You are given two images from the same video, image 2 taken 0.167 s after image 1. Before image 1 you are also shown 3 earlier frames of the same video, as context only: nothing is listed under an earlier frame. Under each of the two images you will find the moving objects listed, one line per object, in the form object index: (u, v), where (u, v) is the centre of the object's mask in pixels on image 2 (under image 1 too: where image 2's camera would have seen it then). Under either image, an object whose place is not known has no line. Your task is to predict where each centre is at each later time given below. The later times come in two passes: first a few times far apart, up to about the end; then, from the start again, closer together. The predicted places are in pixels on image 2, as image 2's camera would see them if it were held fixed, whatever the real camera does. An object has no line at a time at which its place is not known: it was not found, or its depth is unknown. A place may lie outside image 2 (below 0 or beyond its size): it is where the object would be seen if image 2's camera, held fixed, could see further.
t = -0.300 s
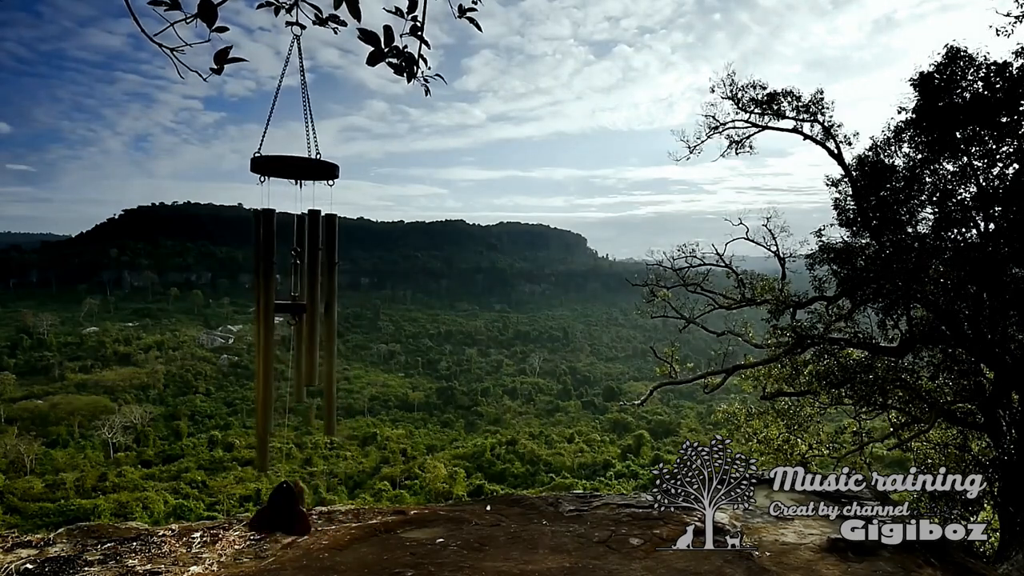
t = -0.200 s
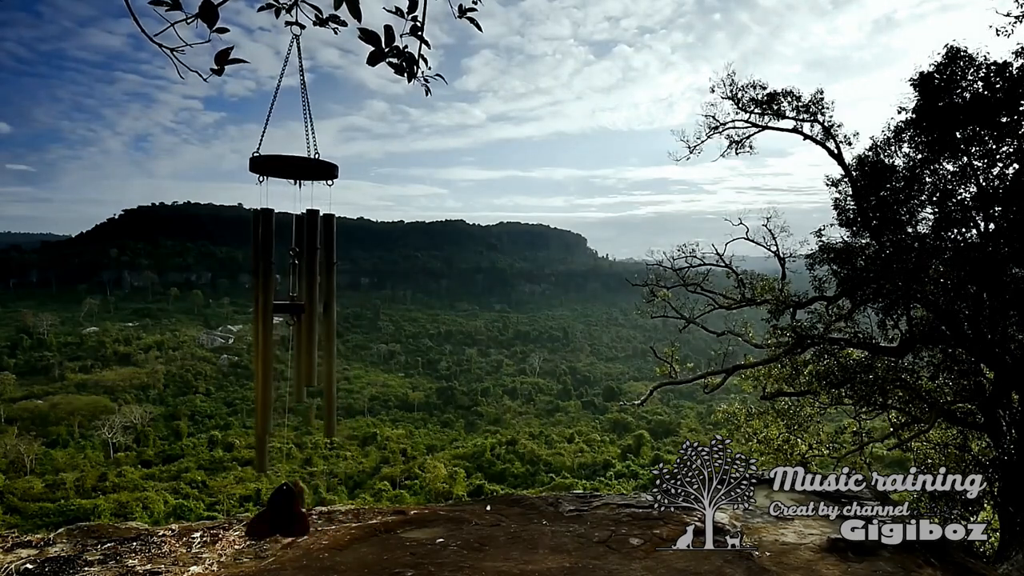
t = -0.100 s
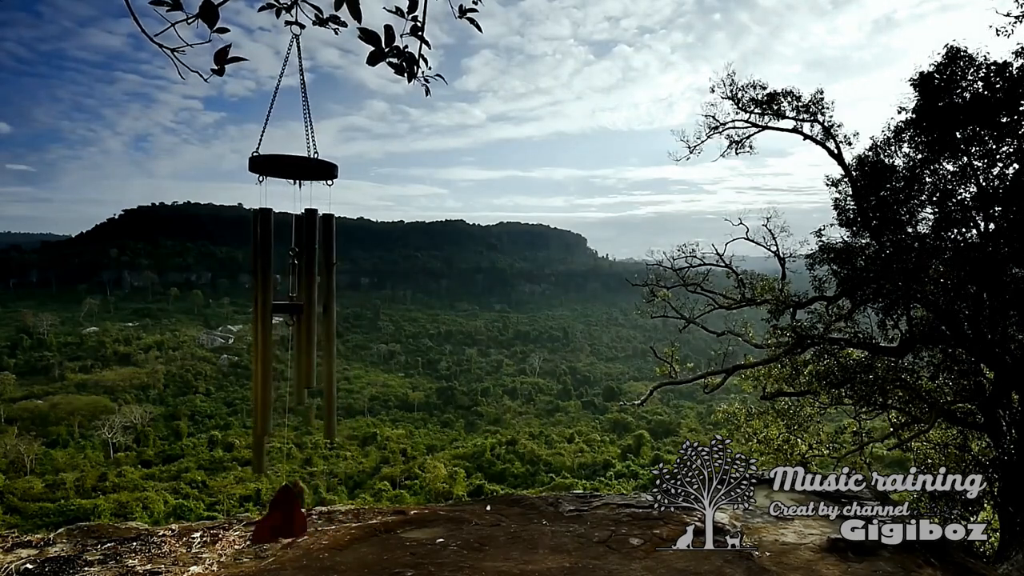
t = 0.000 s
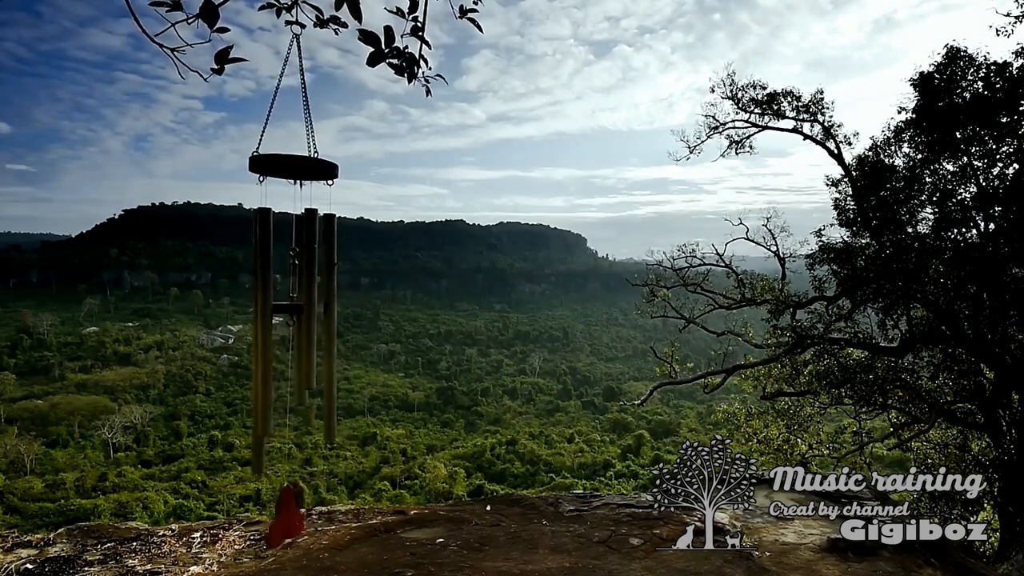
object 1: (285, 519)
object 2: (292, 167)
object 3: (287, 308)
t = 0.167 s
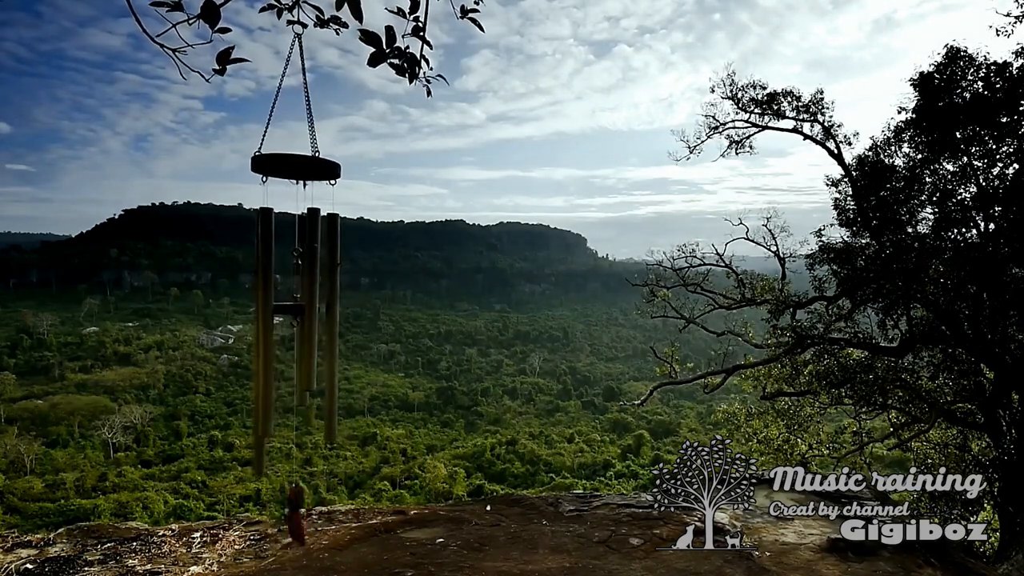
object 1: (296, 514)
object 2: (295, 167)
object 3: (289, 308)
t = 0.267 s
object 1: (301, 519)
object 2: (297, 167)
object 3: (290, 309)
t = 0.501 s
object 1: (315, 518)
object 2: (302, 167)
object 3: (296, 310)
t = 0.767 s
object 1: (323, 514)
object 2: (307, 168)
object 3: (302, 310)
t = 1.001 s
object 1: (318, 515)
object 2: (310, 169)
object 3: (305, 309)
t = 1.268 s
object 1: (311, 513)
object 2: (309, 169)
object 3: (303, 308)
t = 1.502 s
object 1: (311, 510)
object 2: (303, 169)
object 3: (294, 308)
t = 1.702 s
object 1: (305, 512)
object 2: (297, 168)
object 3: (286, 309)
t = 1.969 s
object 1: (294, 513)
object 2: (291, 167)
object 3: (307, 308)
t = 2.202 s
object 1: (288, 513)
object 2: (289, 167)
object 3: (302, 308)
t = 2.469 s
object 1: (282, 519)
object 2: (292, 167)
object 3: (305, 309)
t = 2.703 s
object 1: (292, 519)
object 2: (299, 167)
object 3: (313, 309)
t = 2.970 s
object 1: (316, 514)
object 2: (307, 168)
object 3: (325, 309)
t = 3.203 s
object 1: (332, 512)
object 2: (311, 169)
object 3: (328, 309)
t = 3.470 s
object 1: (331, 511)
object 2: (311, 169)
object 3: (326, 309)
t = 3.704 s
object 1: (316, 515)
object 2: (306, 169)
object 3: (319, 309)
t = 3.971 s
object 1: (295, 518)
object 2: (298, 168)
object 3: (308, 310)
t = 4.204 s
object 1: (283, 521)
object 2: (293, 168)
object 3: (299, 310)
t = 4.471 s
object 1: (281, 519)
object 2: (289, 168)
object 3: (294, 309)
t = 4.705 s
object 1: (289, 515)
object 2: (291, 168)
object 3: (295, 308)
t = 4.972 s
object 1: (303, 512)
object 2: (298, 168)
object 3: (304, 308)
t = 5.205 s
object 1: (314, 511)
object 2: (304, 169)
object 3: (313, 308)
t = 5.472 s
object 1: (321, 514)
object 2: (310, 169)
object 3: (319, 309)
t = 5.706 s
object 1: (322, 518)
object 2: (310, 170)
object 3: (320, 310)
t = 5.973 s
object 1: (316, 521)
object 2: (307, 170)
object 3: (314, 311)
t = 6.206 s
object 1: (307, 523)
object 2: (302, 169)
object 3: (307, 311)
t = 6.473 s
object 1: (296, 519)
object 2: (296, 168)
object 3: (299, 310)
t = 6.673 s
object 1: (294, 511)
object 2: (294, 168)
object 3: (295, 309)
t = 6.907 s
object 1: (292, 513)
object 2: (293, 169)
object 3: (296, 309)
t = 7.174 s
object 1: (300, 511)
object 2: (297, 169)
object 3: (301, 309)
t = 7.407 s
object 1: (309, 510)
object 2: (301, 169)
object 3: (307, 308)
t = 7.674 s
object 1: (318, 511)
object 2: (305, 169)
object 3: (312, 309)
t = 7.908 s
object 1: (317, 516)
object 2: (307, 168)
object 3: (314, 309)
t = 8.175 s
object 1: (314, 521)
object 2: (306, 168)
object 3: (313, 309)
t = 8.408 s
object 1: (310, 523)
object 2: (303, 168)
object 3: (311, 310)
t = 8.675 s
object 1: (303, 520)
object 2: (301, 168)
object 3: (308, 309)
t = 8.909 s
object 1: (302, 516)
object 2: (298, 168)
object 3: (306, 309)
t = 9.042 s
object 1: (303, 513)
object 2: (297, 169)
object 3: (305, 309)
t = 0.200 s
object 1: (297, 517)
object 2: (295, 167)
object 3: (289, 309)
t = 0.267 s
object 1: (301, 519)
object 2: (297, 167)
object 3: (290, 309)
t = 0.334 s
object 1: (305, 518)
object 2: (298, 167)
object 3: (292, 309)
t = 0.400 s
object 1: (308, 518)
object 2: (300, 167)
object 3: (294, 310)
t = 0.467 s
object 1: (313, 518)
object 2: (301, 167)
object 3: (295, 310)
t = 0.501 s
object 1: (315, 518)
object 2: (302, 167)
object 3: (296, 310)
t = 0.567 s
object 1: (318, 517)
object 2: (303, 168)
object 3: (298, 310)
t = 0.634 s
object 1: (320, 516)
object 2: (305, 168)
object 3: (299, 310)
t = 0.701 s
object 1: (322, 515)
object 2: (306, 168)
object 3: (301, 310)
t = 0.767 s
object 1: (323, 514)
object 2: (307, 168)
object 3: (302, 310)
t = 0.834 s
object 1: (323, 515)
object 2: (309, 168)
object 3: (304, 309)
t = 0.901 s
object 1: (322, 514)
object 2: (309, 169)
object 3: (305, 309)
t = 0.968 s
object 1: (319, 514)
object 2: (310, 169)
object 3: (306, 309)
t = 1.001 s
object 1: (318, 515)
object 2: (310, 169)
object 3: (305, 309)
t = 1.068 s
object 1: (316, 514)
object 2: (310, 169)
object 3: (305, 309)
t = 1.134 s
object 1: (314, 514)
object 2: (310, 169)
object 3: (305, 309)
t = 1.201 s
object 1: (313, 514)
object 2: (310, 169)
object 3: (304, 308)
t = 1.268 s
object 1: (311, 513)
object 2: (309, 169)
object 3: (303, 308)
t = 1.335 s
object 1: (311, 513)
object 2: (307, 169)
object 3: (301, 308)
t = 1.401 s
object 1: (311, 512)
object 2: (306, 169)
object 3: (299, 308)
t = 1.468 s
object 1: (311, 510)
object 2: (304, 169)
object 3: (296, 308)
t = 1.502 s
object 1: (311, 510)
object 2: (303, 169)
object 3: (294, 308)
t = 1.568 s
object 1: (308, 511)
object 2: (301, 168)
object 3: (291, 309)
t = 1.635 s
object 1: (306, 511)
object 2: (299, 168)
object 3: (288, 309)
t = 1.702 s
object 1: (305, 512)
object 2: (297, 168)
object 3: (286, 309)
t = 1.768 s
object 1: (302, 512)
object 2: (295, 168)
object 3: (284, 309)
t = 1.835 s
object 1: (300, 512)
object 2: (293, 168)
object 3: (311, 308)
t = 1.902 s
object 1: (297, 513)
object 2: (292, 168)
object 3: (308, 308)
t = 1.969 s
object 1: (294, 513)
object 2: (291, 167)
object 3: (307, 308)
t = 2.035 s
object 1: (291, 513)
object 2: (290, 167)
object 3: (305, 308)
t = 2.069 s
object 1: (291, 513)
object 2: (290, 167)
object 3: (304, 308)
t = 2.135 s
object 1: (289, 511)
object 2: (289, 167)
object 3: (303, 308)
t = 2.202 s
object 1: (288, 513)
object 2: (289, 167)
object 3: (302, 308)
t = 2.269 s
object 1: (286, 515)
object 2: (289, 167)
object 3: (302, 309)
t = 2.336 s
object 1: (283, 517)
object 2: (290, 167)
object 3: (302, 309)
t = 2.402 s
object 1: (282, 519)
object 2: (291, 167)
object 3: (303, 309)
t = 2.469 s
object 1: (282, 519)
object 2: (292, 167)
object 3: (305, 309)
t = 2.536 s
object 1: (283, 519)
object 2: (294, 167)
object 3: (307, 309)
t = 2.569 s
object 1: (284, 519)
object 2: (295, 167)
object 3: (308, 309)
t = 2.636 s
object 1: (287, 519)
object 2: (297, 167)
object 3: (311, 309)
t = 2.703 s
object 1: (292, 519)
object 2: (299, 167)
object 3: (313, 309)
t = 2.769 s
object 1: (297, 518)
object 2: (301, 168)
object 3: (316, 308)
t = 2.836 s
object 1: (302, 516)
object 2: (303, 168)
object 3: (319, 308)
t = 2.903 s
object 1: (310, 516)
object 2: (305, 168)
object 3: (322, 308)
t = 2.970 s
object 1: (316, 514)
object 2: (307, 168)
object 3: (325, 309)
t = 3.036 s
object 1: (322, 513)
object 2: (308, 168)
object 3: (326, 308)
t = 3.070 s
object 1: (324, 513)
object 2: (309, 169)
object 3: (326, 308)
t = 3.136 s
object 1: (329, 513)
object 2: (310, 169)
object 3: (328, 308)
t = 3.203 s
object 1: (332, 512)
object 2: (311, 169)
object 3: (328, 309)
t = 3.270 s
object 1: (333, 511)
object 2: (311, 169)
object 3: (328, 309)
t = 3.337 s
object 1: (334, 511)
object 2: (311, 169)
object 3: (328, 309)
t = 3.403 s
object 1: (333, 511)
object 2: (311, 169)
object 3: (327, 309)
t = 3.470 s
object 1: (331, 511)
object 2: (311, 169)
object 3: (326, 309)
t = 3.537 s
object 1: (328, 512)
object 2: (310, 169)
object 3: (325, 309)
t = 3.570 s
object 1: (326, 513)
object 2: (309, 169)
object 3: (324, 309)
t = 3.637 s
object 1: (321, 514)
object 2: (308, 169)
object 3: (322, 309)
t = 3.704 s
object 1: (316, 515)
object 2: (306, 169)
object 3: (319, 309)
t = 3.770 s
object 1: (311, 516)
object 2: (304, 169)
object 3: (317, 309)
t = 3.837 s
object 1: (305, 517)
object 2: (302, 169)
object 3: (314, 309)
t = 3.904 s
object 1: (300, 518)
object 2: (300, 169)
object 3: (311, 310)
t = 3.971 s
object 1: (295, 518)
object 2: (298, 168)
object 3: (308, 310)
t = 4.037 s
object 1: (290, 519)
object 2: (296, 168)
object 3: (305, 310)
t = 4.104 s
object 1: (287, 520)
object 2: (295, 168)
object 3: (303, 310)
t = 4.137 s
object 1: (285, 519)
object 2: (294, 168)
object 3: (302, 310)
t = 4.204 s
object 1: (283, 521)
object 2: (293, 168)
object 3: (299, 310)
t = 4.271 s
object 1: (281, 520)
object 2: (291, 168)
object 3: (297, 310)
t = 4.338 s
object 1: (280, 520)
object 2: (290, 168)
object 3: (296, 309)
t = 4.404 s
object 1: (280, 520)
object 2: (290, 168)
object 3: (295, 309)
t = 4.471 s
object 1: (281, 519)
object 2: (289, 168)
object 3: (294, 309)
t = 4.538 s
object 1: (283, 518)
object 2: (289, 168)
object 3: (294, 309)
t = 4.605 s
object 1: (285, 517)
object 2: (290, 168)
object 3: (294, 309)
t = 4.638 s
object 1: (286, 516)
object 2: (290, 168)
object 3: (294, 309)
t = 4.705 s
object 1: (289, 515)
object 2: (291, 168)
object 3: (295, 308)
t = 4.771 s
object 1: (292, 514)
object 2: (293, 168)
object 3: (297, 308)
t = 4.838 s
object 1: (296, 513)
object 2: (294, 168)
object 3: (299, 308)
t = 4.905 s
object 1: (300, 513)
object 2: (296, 168)
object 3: (302, 308)
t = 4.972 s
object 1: (303, 512)
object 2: (298, 168)
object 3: (304, 308)
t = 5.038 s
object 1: (306, 512)
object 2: (299, 168)
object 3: (307, 308)
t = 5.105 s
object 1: (309, 511)
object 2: (301, 169)
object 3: (309, 308)
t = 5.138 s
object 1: (311, 511)
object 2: (302, 169)
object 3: (311, 308)
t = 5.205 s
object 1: (314, 511)
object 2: (304, 169)
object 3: (313, 308)
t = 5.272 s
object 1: (317, 511)
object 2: (306, 169)
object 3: (315, 308)
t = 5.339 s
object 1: (319, 512)
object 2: (308, 169)
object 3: (317, 309)
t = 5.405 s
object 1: (320, 513)
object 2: (309, 169)
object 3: (319, 309)
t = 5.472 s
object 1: (321, 514)
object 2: (310, 169)
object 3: (319, 309)
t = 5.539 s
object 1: (322, 515)
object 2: (310, 170)
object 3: (320, 309)
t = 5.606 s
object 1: (322, 516)
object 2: (310, 170)
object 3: (320, 310)
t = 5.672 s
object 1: (322, 517)
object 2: (310, 170)
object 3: (320, 310)
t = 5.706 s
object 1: (322, 518)
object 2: (310, 170)
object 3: (320, 310)
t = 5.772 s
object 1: (320, 519)
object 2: (310, 170)
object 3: (319, 310)
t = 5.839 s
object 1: (319, 519)
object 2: (309, 170)
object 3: (317, 310)
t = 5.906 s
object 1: (317, 520)
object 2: (308, 170)
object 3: (316, 311)
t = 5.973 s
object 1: (316, 521)
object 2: (307, 170)
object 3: (314, 311)
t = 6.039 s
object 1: (313, 521)
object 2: (306, 169)
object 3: (312, 311)
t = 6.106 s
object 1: (311, 522)
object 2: (304, 169)
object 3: (310, 311)
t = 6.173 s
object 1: (308, 522)
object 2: (303, 169)
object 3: (308, 311)
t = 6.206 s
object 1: (307, 523)
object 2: (302, 169)
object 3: (307, 311)
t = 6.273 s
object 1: (304, 522)
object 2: (300, 169)
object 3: (305, 311)
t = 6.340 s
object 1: (301, 521)
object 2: (299, 168)
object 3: (303, 310)
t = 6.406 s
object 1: (299, 520)
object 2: (297, 168)
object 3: (301, 310)
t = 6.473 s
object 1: (296, 519)
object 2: (296, 168)
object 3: (299, 310)
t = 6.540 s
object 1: (295, 518)
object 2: (295, 168)
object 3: (297, 310)
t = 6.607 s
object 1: (294, 515)
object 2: (294, 168)
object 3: (296, 309)
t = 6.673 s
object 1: (294, 511)
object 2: (294, 168)
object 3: (295, 309)
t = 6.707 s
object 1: (294, 510)
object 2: (294, 168)
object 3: (295, 309)
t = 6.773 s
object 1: (293, 512)
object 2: (293, 168)
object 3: (295, 309)
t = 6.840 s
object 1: (292, 513)
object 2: (293, 169)
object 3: (295, 309)
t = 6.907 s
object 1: (292, 513)
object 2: (293, 169)
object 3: (296, 309)
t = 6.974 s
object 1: (293, 513)
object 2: (294, 169)
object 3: (297, 309)
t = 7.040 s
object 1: (295, 512)
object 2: (294, 169)
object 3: (297, 309)
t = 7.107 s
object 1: (297, 512)
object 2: (296, 169)
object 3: (299, 309)
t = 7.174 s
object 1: (300, 511)
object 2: (297, 169)
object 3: (301, 309)
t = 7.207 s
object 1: (301, 511)
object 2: (297, 169)
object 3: (302, 309)
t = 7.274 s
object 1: (304, 510)
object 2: (298, 170)
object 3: (304, 309)
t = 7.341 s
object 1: (307, 510)
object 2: (300, 169)
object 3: (305, 308)
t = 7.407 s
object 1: (309, 510)
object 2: (301, 169)
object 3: (307, 308)
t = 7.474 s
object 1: (313, 510)
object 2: (302, 169)
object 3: (309, 309)
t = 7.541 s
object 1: (315, 511)
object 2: (303, 169)
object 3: (310, 309)
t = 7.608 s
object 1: (317, 511)
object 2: (303, 169)
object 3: (311, 309)
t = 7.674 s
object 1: (318, 511)
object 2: (305, 169)
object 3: (312, 309)
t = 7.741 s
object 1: (319, 510)
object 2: (305, 169)
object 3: (313, 309)
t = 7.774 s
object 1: (318, 510)
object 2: (306, 169)
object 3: (314, 309)
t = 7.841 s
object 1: (318, 514)
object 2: (306, 169)
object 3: (314, 309)
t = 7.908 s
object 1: (317, 516)
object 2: (307, 168)
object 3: (314, 309)
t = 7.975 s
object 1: (317, 518)
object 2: (307, 168)
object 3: (314, 309)
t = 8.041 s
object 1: (316, 519)
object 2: (307, 168)
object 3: (314, 309)
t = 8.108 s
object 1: (315, 520)
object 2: (306, 168)
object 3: (313, 309)
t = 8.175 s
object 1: (314, 521)
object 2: (306, 168)
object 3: (313, 309)
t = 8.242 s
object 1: (313, 522)
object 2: (305, 168)
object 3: (313, 309)
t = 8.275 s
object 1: (312, 522)
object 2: (305, 168)
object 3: (313, 309)
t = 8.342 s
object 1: (311, 523)
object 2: (304, 168)
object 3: (312, 310)
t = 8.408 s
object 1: (310, 523)
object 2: (303, 168)
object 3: (311, 310)
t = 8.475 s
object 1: (309, 522)
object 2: (303, 168)
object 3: (311, 309)
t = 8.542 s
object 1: (307, 521)
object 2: (302, 168)
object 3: (309, 309)
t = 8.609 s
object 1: (305, 522)
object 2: (302, 168)
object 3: (309, 309)
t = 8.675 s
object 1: (303, 520)
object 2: (301, 168)
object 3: (308, 309)
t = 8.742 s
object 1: (303, 519)
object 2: (300, 168)
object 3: (308, 309)
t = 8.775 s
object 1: (302, 519)
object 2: (300, 168)
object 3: (307, 309)
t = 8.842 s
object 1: (302, 518)
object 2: (299, 168)
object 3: (306, 309)
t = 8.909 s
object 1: (302, 516)
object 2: (298, 168)
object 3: (306, 309)
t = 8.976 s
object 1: (302, 515)
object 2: (298, 169)
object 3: (305, 309)
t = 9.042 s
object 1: (303, 513)
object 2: (297, 169)
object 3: (305, 309)
